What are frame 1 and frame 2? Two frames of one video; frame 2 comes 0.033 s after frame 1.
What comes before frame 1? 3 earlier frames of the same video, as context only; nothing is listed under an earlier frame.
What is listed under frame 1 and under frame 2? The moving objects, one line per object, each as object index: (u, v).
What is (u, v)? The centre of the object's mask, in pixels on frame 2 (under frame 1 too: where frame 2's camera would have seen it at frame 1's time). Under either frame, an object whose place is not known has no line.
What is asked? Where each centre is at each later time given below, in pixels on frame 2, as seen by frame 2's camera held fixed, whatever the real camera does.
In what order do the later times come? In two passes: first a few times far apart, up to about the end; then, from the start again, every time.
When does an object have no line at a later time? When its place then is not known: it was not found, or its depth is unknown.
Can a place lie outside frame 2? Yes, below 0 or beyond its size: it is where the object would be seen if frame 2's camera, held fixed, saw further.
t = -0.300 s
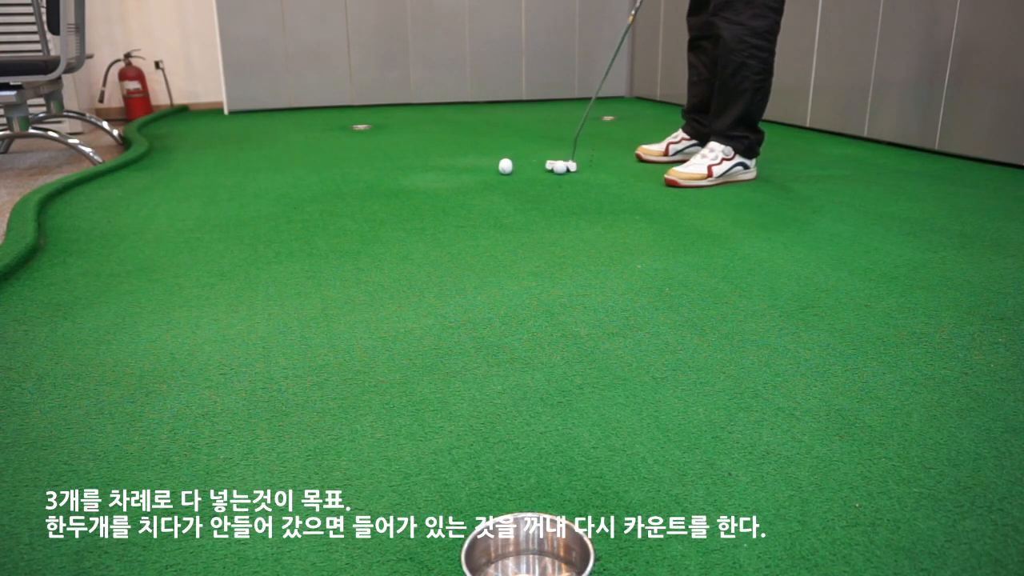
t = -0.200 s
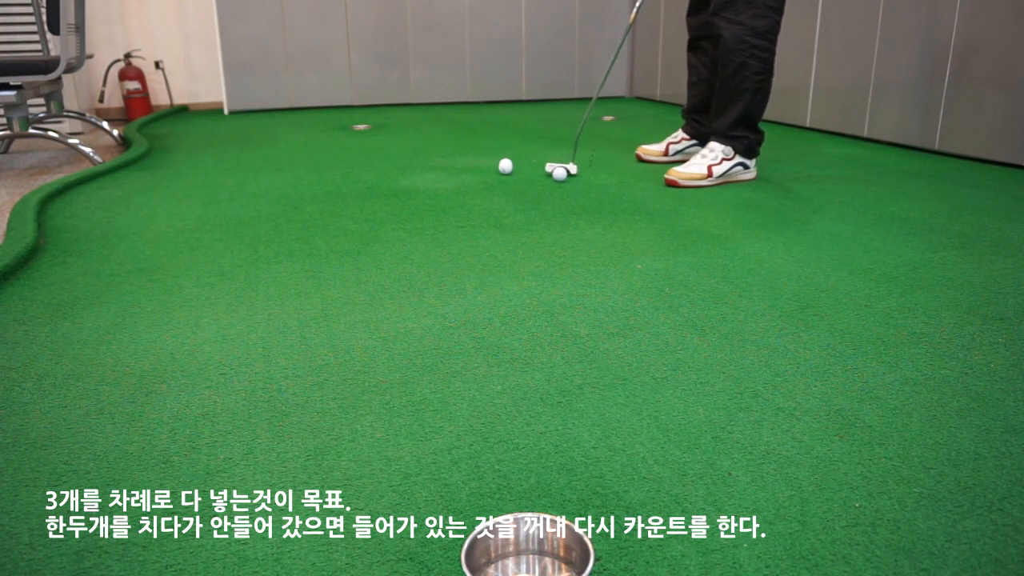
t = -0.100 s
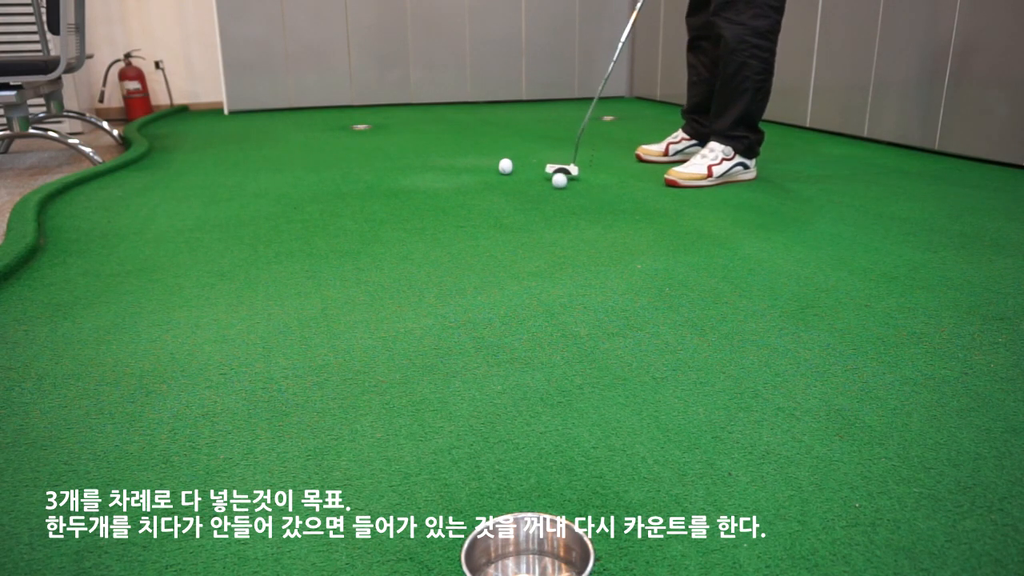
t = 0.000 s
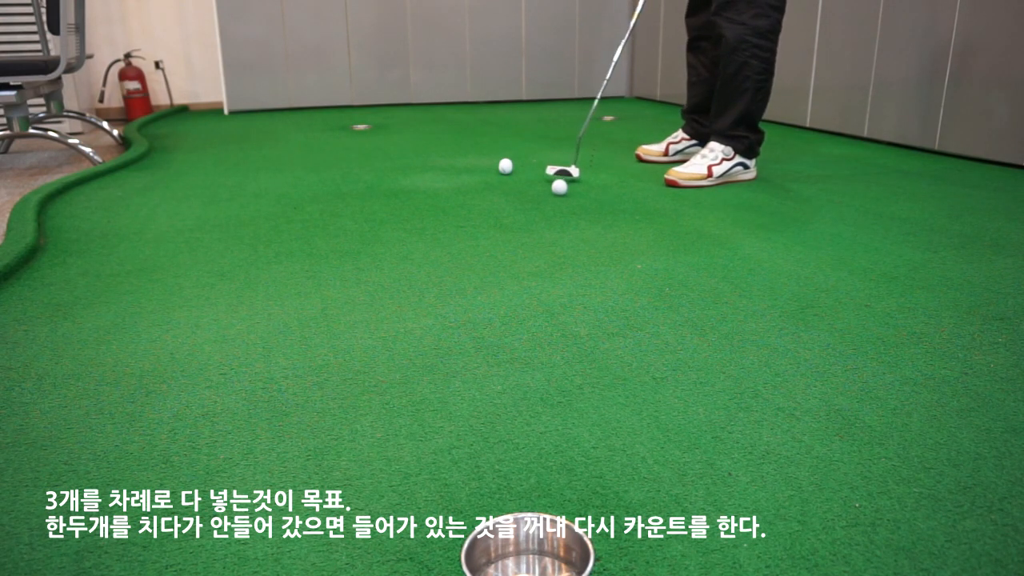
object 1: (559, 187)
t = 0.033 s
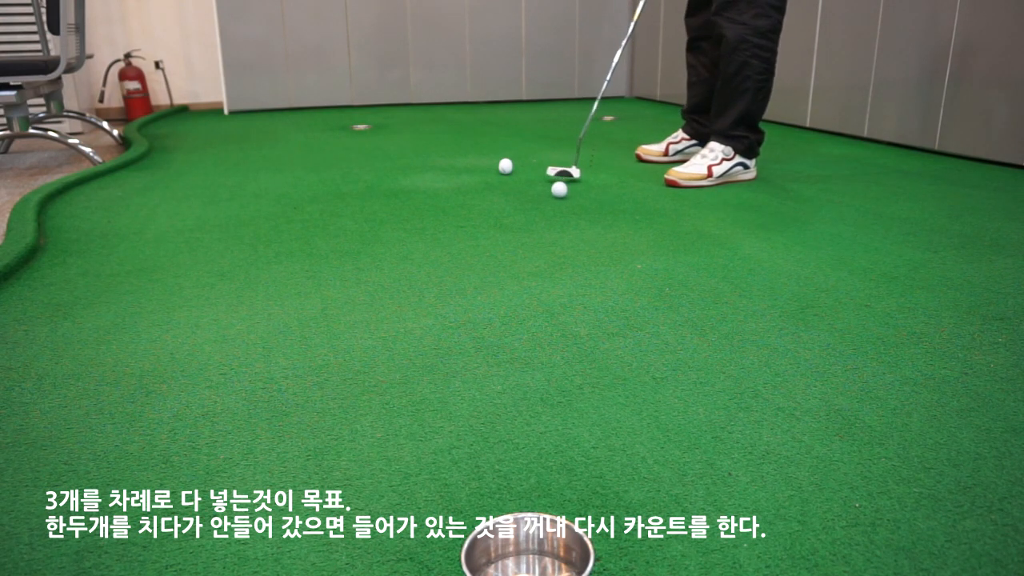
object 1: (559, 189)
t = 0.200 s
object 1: (558, 201)
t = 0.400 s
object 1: (559, 217)
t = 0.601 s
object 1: (561, 235)
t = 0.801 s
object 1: (563, 254)
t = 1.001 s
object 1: (567, 277)
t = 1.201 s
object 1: (570, 301)
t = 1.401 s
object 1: (576, 327)
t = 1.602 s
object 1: (588, 356)
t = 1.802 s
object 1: (600, 386)
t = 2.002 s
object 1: (611, 416)
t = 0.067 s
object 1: (559, 191)
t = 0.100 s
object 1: (559, 194)
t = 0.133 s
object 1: (559, 196)
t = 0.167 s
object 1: (559, 199)
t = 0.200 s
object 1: (558, 201)
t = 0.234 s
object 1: (558, 204)
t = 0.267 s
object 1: (558, 206)
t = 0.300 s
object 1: (558, 209)
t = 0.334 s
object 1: (558, 211)
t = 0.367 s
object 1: (558, 214)
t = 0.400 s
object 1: (559, 217)
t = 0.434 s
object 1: (559, 220)
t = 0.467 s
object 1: (559, 222)
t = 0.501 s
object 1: (560, 225)
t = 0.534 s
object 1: (560, 228)
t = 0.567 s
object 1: (560, 231)
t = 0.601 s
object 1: (561, 235)
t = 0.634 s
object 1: (561, 238)
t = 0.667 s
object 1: (562, 241)
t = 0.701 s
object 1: (562, 244)
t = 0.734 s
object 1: (562, 247)
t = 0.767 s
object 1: (563, 251)
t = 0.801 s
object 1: (563, 254)
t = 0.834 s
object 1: (564, 258)
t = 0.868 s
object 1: (564, 262)
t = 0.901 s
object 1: (565, 265)
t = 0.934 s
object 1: (566, 269)
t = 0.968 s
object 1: (566, 273)
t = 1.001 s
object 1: (567, 277)
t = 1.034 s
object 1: (567, 280)
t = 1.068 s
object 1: (568, 284)
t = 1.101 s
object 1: (568, 288)
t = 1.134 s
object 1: (569, 292)
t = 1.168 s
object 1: (569, 296)
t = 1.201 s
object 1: (570, 301)
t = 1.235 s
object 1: (571, 305)
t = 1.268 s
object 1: (572, 309)
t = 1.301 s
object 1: (573, 314)
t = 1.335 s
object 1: (574, 318)
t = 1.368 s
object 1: (575, 322)
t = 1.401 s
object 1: (576, 327)
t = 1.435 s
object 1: (578, 332)
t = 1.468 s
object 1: (580, 336)
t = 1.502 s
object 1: (582, 341)
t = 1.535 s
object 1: (584, 346)
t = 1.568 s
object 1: (586, 351)
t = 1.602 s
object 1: (588, 356)
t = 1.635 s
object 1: (590, 360)
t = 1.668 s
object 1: (592, 365)
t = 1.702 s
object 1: (594, 371)
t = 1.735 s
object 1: (596, 376)
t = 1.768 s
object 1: (597, 381)
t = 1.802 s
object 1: (600, 386)
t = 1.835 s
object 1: (601, 391)
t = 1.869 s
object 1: (604, 396)
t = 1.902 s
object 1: (606, 401)
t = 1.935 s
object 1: (608, 406)
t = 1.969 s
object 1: (609, 411)
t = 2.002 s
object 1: (611, 416)
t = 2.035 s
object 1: (614, 421)
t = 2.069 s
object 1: (617, 426)
